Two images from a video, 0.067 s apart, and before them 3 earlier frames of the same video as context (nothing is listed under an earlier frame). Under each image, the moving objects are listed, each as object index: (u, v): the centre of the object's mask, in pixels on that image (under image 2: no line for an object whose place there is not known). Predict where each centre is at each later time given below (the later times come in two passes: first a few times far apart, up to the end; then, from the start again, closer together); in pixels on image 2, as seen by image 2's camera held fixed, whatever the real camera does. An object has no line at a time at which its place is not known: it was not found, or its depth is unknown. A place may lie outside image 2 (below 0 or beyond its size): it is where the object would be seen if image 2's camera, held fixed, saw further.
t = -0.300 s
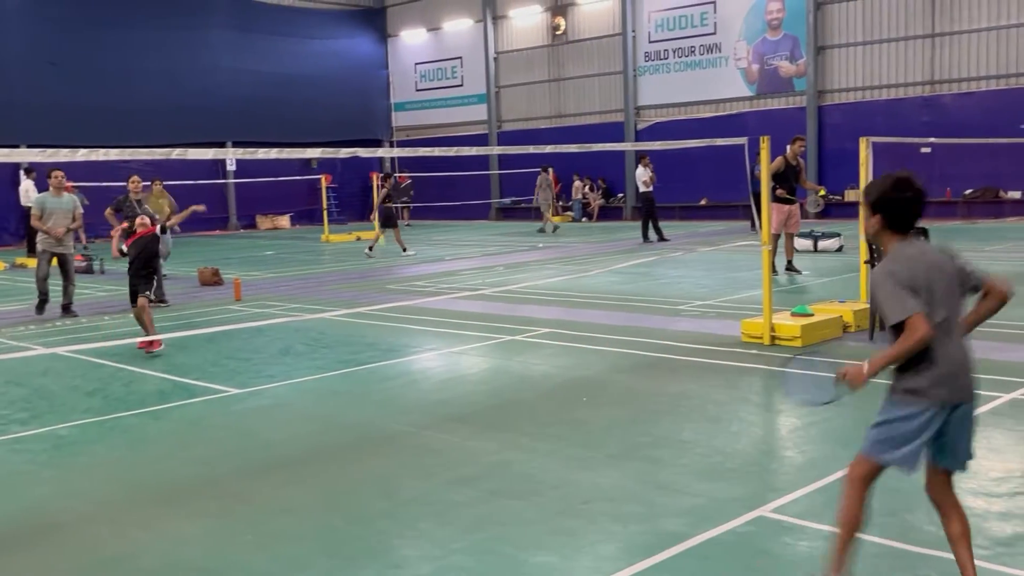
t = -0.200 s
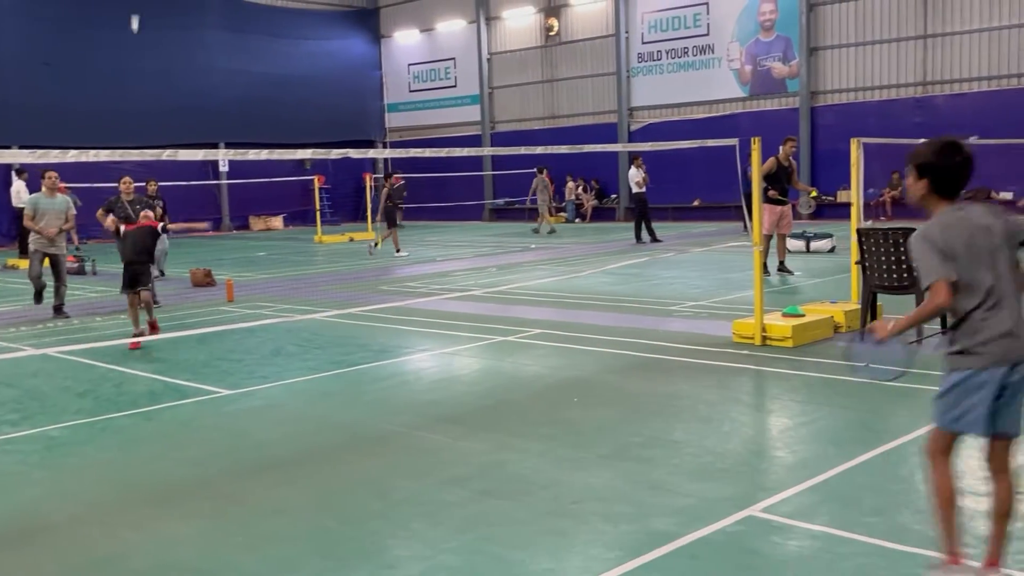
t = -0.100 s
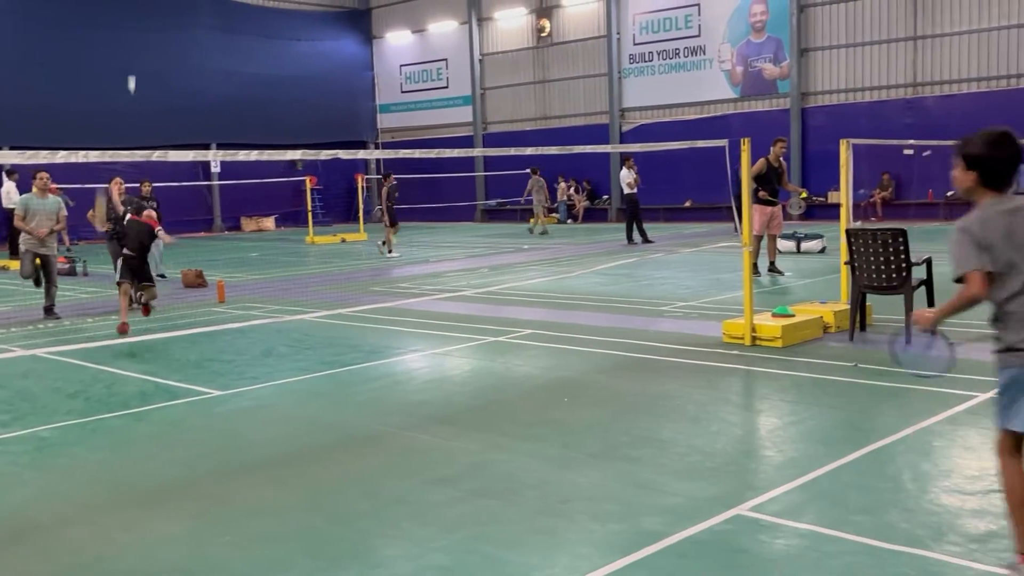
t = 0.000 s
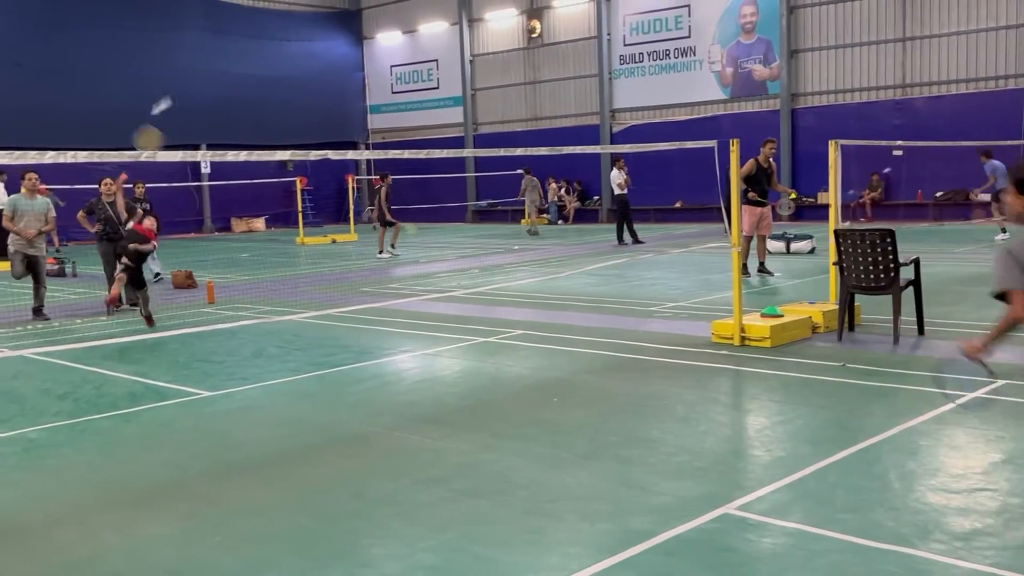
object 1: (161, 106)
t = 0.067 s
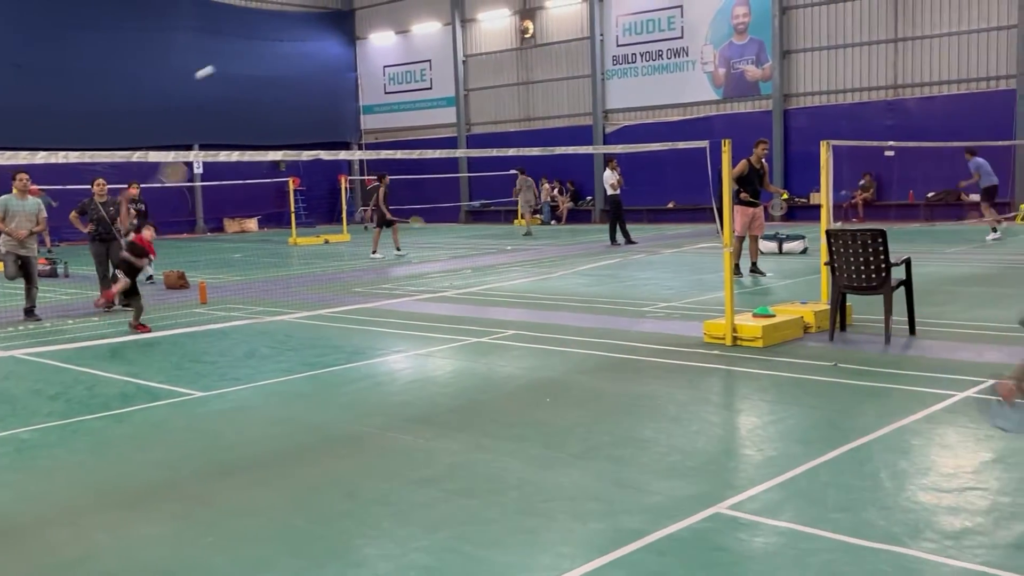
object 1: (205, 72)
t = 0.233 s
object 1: (326, 38)
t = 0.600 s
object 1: (554, 87)
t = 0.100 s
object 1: (229, 62)
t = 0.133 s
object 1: (254, 56)
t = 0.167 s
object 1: (278, 49)
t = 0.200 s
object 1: (302, 43)
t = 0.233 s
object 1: (326, 38)
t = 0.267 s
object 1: (348, 36)
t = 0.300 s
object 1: (367, 33)
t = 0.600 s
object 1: (554, 87)
